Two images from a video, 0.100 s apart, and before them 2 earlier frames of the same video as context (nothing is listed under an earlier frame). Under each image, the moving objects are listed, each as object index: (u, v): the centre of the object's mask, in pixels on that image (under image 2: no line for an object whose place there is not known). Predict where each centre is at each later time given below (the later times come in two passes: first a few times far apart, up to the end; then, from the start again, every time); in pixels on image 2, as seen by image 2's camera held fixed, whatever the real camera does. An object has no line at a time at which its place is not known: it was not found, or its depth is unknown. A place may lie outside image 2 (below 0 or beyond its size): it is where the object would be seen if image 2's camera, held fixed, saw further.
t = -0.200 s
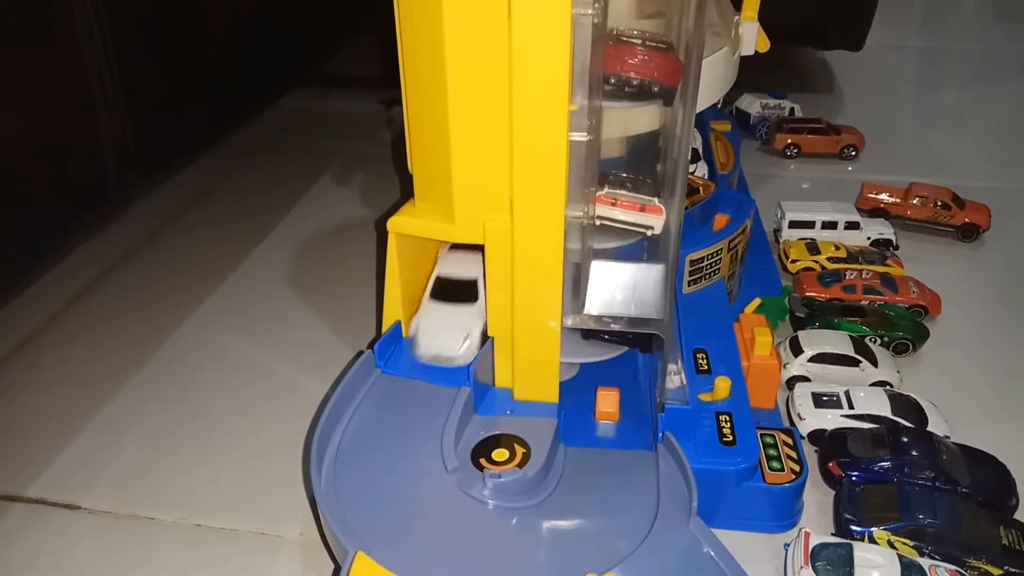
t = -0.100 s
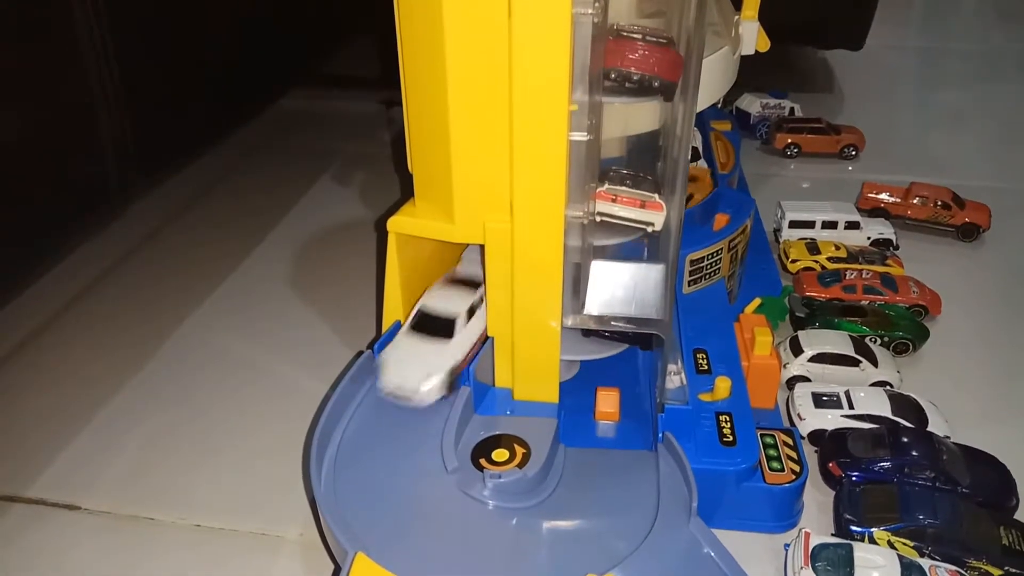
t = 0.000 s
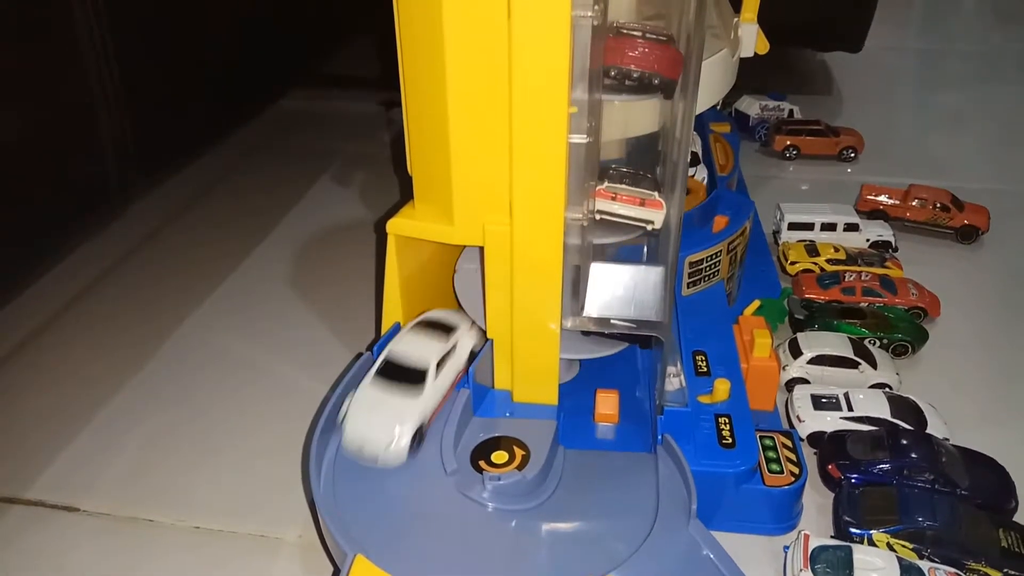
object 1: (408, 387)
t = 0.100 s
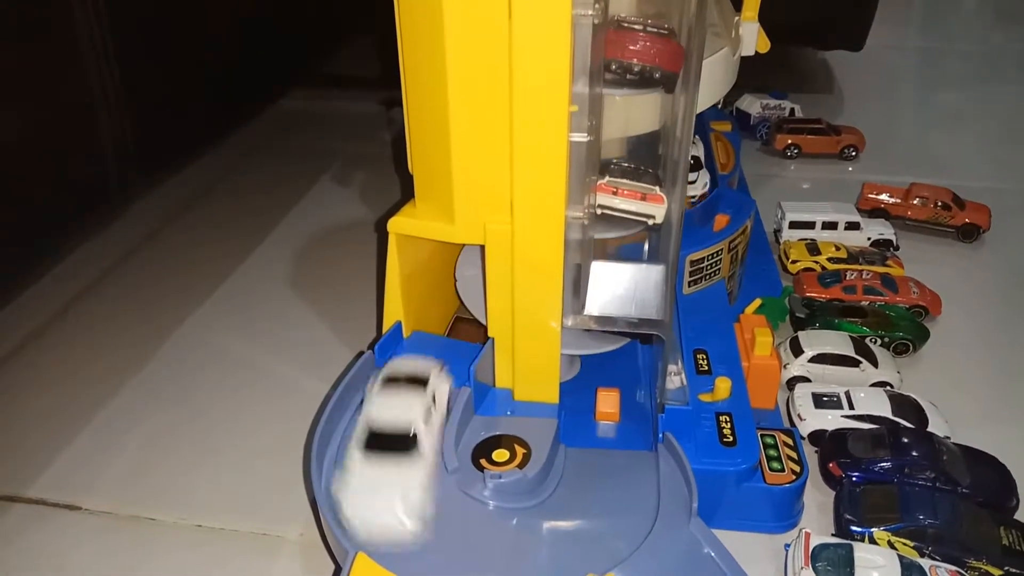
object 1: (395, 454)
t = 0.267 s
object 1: (474, 528)
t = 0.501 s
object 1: (595, 483)
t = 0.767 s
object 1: (608, 451)
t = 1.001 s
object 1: (612, 396)
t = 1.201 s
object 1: (608, 372)
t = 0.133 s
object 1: (408, 477)
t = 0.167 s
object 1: (421, 494)
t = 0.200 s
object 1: (437, 508)
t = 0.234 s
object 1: (455, 519)
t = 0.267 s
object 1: (474, 528)
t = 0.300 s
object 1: (496, 531)
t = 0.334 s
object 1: (521, 529)
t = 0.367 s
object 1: (544, 525)
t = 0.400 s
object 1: (567, 519)
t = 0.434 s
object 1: (576, 510)
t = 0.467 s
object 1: (586, 498)
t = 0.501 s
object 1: (595, 483)
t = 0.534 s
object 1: (603, 465)
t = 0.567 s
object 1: (609, 454)
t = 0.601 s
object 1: (614, 460)
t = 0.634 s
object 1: (615, 464)
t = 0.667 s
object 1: (614, 464)
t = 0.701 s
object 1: (612, 461)
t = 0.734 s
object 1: (609, 456)
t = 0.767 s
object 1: (608, 451)
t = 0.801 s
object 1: (608, 444)
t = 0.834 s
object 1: (606, 434)
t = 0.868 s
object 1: (606, 424)
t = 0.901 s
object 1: (604, 412)
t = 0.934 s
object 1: (600, 401)
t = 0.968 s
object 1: (606, 397)
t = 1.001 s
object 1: (612, 396)
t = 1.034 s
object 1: (612, 392)
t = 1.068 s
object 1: (611, 388)
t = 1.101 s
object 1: (611, 383)
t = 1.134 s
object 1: (610, 378)
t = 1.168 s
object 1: (609, 375)
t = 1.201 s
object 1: (608, 372)
